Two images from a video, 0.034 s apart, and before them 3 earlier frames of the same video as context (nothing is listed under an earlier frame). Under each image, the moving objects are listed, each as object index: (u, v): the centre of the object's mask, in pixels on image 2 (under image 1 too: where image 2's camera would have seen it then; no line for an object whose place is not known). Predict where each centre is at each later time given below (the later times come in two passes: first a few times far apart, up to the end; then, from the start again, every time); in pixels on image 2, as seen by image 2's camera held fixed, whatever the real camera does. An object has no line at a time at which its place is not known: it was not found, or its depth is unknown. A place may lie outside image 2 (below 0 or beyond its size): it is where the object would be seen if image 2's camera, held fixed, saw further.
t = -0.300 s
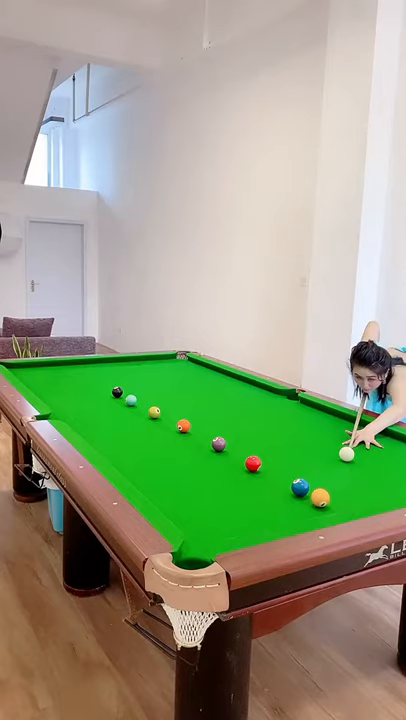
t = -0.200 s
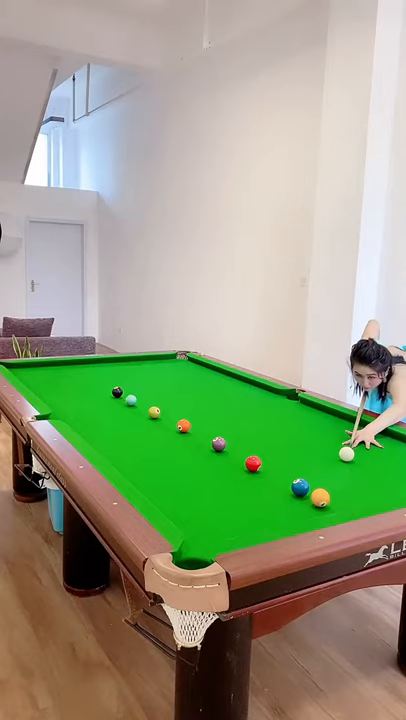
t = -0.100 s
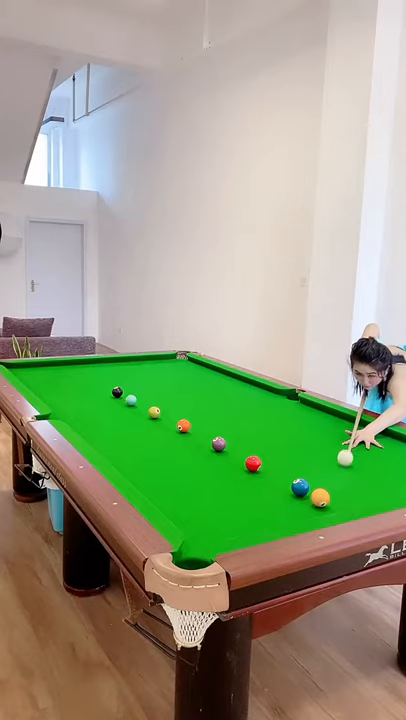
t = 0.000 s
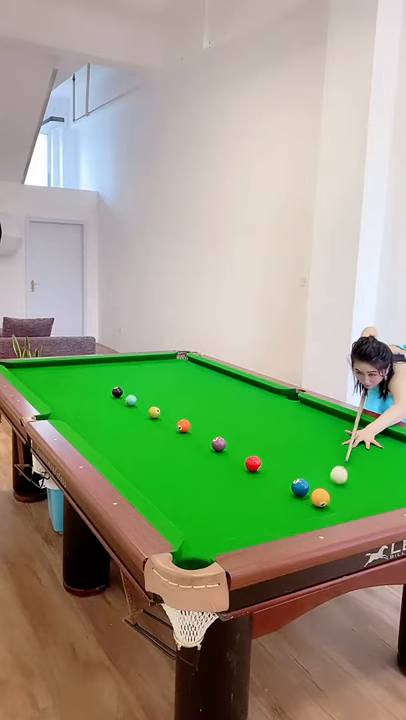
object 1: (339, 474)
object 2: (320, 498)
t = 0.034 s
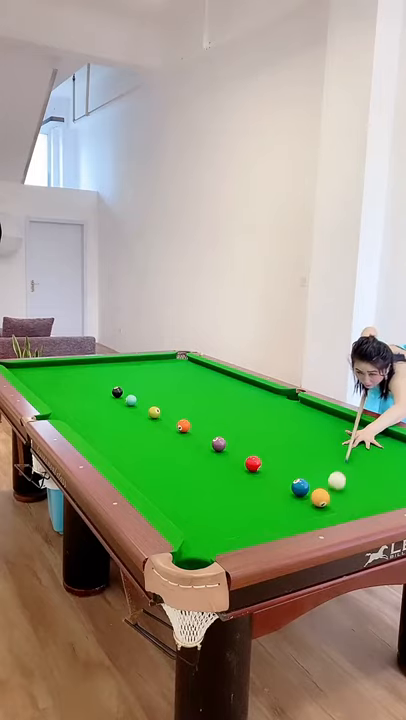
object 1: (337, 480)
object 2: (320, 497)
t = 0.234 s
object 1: (349, 501)
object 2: (293, 508)
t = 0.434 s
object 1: (354, 499)
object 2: (253, 523)
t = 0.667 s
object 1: (347, 490)
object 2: (202, 545)
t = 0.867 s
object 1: (341, 482)
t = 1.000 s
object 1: (336, 474)
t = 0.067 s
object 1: (335, 486)
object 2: (320, 497)
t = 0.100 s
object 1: (334, 491)
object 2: (320, 497)
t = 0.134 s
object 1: (336, 495)
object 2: (315, 500)
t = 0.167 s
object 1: (341, 498)
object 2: (307, 503)
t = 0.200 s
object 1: (345, 500)
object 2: (300, 505)
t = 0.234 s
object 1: (349, 501)
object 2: (293, 508)
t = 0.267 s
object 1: (353, 502)
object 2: (286, 511)
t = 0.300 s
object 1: (357, 503)
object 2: (280, 513)
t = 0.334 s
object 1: (357, 502)
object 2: (273, 516)
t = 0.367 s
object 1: (356, 501)
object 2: (267, 518)
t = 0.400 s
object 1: (355, 500)
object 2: (260, 521)
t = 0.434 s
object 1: (354, 499)
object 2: (253, 523)
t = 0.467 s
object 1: (353, 498)
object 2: (246, 525)
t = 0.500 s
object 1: (352, 497)
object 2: (239, 528)
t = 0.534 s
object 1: (351, 495)
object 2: (232, 530)
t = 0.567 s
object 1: (350, 494)
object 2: (224, 533)
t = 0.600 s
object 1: (349, 493)
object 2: (217, 536)
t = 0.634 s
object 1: (348, 491)
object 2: (209, 541)
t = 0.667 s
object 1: (347, 490)
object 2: (202, 545)
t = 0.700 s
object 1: (346, 488)
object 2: (194, 549)
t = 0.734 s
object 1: (345, 487)
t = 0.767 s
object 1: (344, 486)
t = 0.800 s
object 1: (343, 485)
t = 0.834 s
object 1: (342, 483)
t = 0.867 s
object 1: (341, 482)
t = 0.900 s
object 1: (341, 481)
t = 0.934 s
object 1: (339, 479)
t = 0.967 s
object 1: (337, 476)
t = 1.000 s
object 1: (336, 474)
